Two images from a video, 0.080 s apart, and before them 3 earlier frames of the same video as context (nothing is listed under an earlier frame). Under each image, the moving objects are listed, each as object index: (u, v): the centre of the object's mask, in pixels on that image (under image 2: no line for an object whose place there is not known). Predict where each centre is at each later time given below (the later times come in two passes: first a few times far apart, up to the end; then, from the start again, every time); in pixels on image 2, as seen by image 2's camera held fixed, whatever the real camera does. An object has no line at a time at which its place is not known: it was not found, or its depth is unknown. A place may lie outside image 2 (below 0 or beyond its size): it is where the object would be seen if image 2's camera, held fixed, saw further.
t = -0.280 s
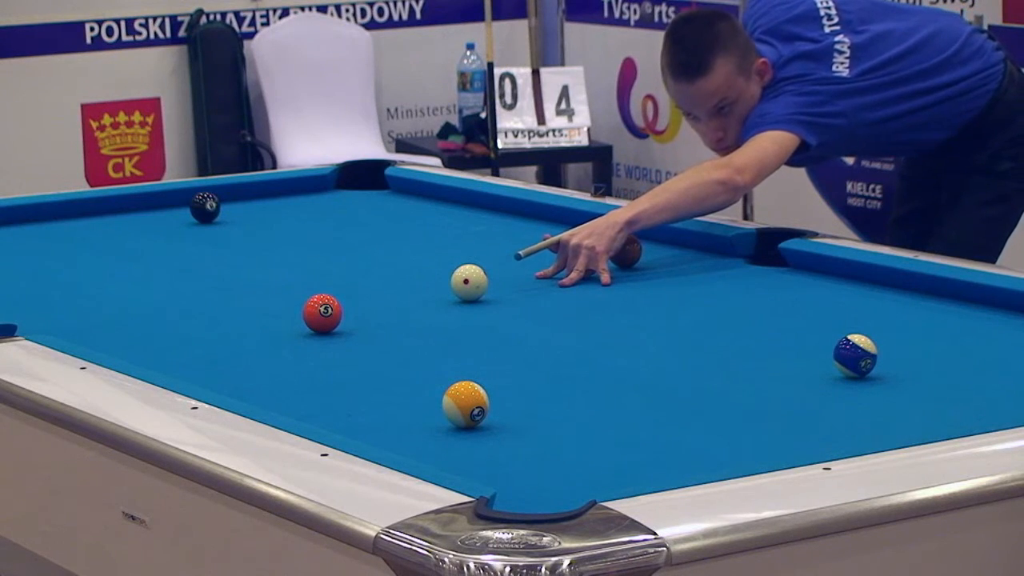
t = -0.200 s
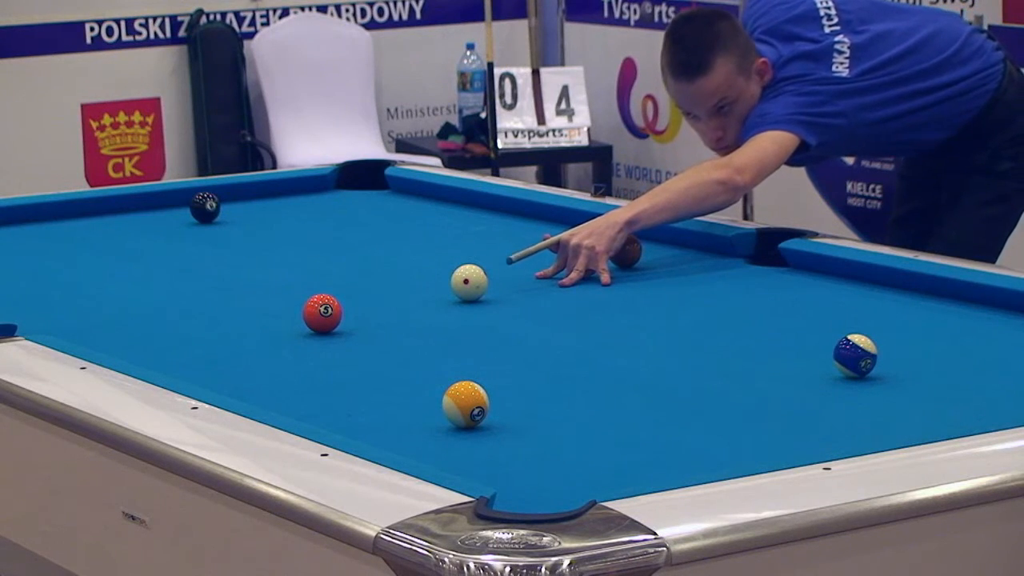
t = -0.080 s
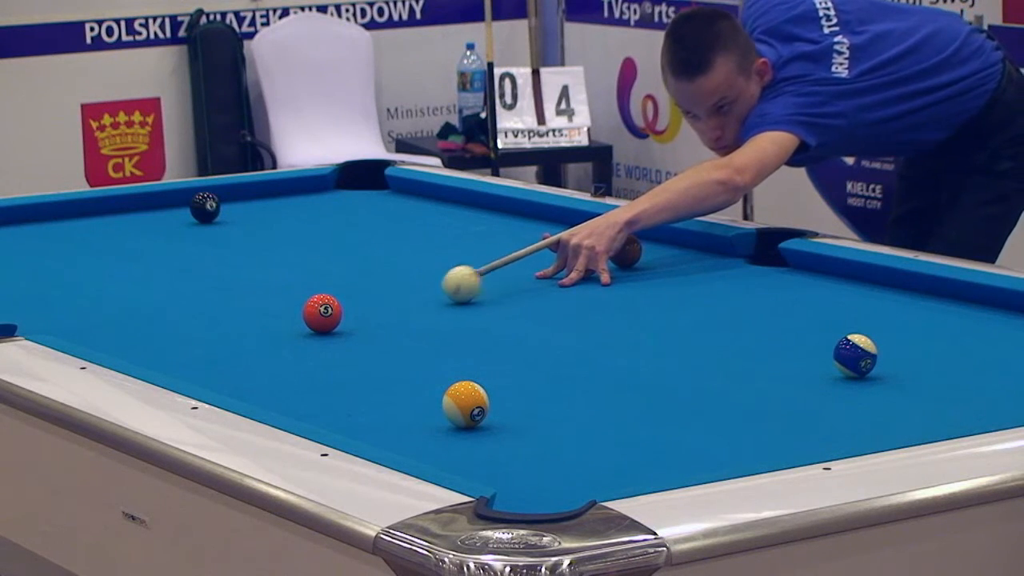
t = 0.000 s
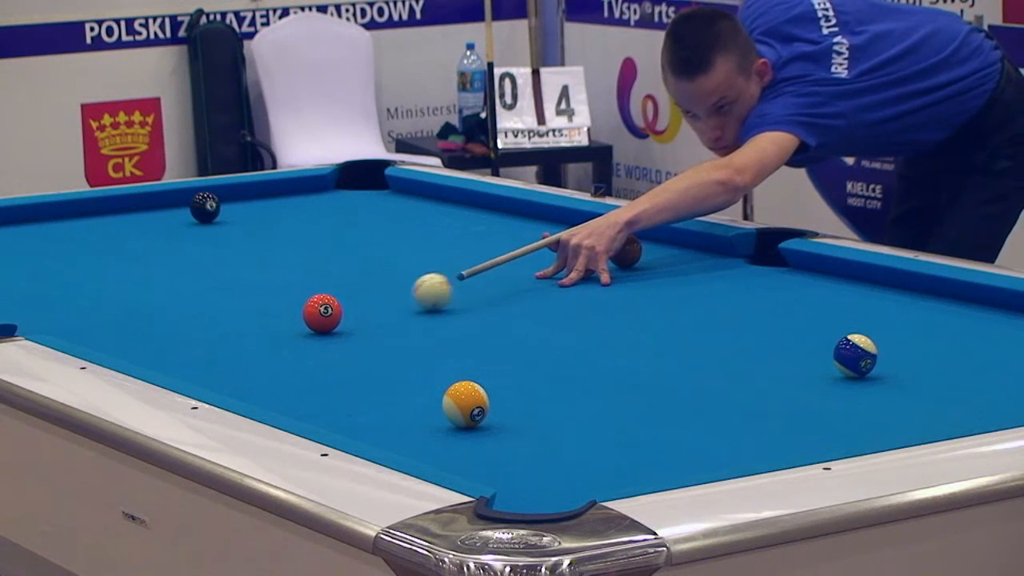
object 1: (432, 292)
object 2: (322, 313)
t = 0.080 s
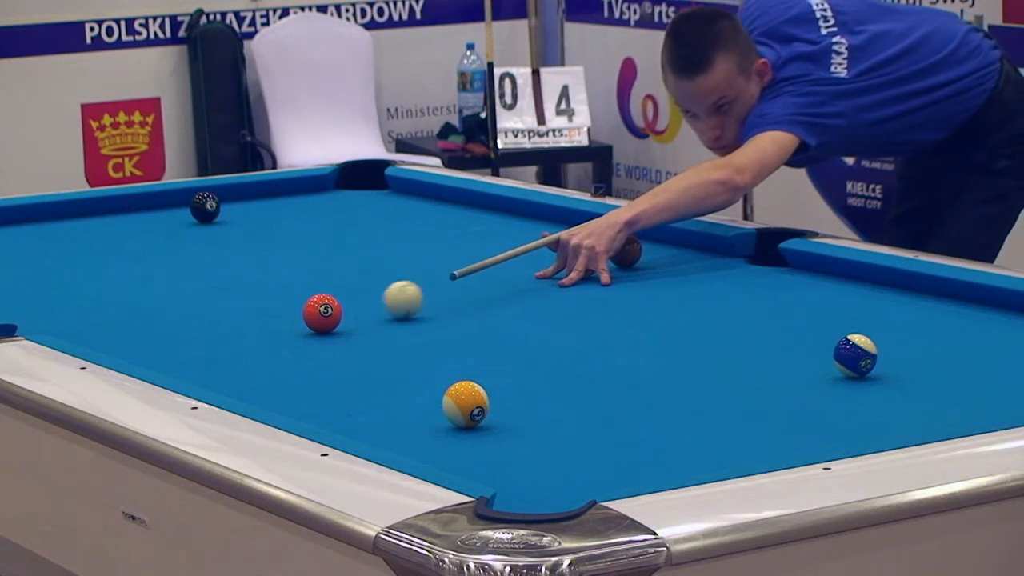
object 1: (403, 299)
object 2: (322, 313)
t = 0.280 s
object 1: (363, 316)
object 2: (288, 316)
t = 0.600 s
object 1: (357, 339)
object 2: (195, 324)
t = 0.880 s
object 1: (351, 360)
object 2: (117, 330)
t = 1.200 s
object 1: (343, 385)
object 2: (32, 328)
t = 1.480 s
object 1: (336, 407)
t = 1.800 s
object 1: (342, 422)
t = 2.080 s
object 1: (398, 434)
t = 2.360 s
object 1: (451, 444)
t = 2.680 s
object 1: (509, 450)
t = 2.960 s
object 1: (555, 456)
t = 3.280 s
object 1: (603, 461)
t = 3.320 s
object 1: (609, 462)
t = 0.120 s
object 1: (389, 303)
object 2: (322, 313)
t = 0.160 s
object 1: (374, 307)
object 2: (322, 313)
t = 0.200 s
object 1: (362, 311)
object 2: (319, 313)
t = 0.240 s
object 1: (363, 313)
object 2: (302, 314)
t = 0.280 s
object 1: (363, 316)
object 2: (288, 316)
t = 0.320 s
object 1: (363, 319)
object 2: (276, 317)
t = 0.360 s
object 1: (362, 322)
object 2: (264, 318)
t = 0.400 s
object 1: (361, 325)
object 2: (252, 319)
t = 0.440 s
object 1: (360, 327)
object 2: (241, 320)
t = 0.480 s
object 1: (360, 330)
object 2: (229, 321)
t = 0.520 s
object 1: (359, 334)
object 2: (218, 322)
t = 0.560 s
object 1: (358, 336)
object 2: (206, 323)
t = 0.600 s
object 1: (357, 339)
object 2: (195, 324)
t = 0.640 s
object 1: (356, 342)
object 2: (184, 325)
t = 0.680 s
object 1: (355, 345)
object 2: (172, 326)
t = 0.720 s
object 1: (354, 348)
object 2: (161, 327)
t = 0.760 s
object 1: (353, 351)
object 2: (150, 328)
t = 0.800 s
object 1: (352, 354)
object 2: (139, 329)
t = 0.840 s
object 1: (351, 357)
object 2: (128, 329)
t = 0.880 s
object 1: (351, 360)
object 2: (117, 330)
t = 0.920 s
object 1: (350, 363)
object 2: (107, 331)
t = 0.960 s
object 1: (349, 366)
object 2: (96, 331)
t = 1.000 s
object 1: (348, 369)
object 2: (86, 331)
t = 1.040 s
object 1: (347, 373)
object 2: (75, 330)
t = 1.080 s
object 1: (346, 375)
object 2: (66, 329)
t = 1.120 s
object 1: (345, 379)
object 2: (55, 328)
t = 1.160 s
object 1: (344, 382)
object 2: (45, 327)
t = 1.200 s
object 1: (343, 385)
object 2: (32, 328)
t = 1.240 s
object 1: (342, 388)
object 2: (21, 332)
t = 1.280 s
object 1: (341, 391)
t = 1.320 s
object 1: (340, 395)
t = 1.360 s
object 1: (339, 398)
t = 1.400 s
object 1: (338, 401)
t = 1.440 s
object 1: (337, 404)
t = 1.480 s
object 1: (336, 407)
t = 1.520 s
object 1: (335, 410)
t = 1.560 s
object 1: (334, 412)
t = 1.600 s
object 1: (333, 414)
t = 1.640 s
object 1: (332, 416)
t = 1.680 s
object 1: (332, 417)
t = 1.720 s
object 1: (331, 418)
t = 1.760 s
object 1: (333, 420)
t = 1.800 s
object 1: (342, 422)
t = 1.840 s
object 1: (350, 424)
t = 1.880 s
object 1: (358, 426)
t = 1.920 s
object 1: (366, 428)
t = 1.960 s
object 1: (374, 429)
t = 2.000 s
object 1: (382, 431)
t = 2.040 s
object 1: (390, 433)
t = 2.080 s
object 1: (398, 434)
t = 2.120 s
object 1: (406, 436)
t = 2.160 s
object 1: (413, 437)
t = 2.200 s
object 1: (421, 439)
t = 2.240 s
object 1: (429, 441)
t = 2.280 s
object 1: (436, 442)
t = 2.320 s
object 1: (444, 443)
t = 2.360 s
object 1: (451, 444)
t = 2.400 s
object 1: (459, 445)
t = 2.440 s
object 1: (466, 445)
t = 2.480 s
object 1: (474, 446)
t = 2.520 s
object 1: (481, 447)
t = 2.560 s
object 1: (488, 448)
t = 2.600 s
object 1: (495, 449)
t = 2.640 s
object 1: (502, 449)
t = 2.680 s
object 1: (509, 450)
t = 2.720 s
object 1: (516, 451)
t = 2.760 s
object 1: (523, 452)
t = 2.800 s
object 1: (529, 452)
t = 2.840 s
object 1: (536, 453)
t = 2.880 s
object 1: (542, 454)
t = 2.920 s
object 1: (549, 455)
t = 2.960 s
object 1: (555, 456)
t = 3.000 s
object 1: (562, 456)
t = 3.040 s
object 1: (568, 457)
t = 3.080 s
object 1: (574, 457)
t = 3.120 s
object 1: (580, 458)
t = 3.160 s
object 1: (586, 459)
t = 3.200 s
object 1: (592, 459)
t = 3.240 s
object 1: (597, 460)
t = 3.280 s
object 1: (603, 461)
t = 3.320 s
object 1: (609, 462)
